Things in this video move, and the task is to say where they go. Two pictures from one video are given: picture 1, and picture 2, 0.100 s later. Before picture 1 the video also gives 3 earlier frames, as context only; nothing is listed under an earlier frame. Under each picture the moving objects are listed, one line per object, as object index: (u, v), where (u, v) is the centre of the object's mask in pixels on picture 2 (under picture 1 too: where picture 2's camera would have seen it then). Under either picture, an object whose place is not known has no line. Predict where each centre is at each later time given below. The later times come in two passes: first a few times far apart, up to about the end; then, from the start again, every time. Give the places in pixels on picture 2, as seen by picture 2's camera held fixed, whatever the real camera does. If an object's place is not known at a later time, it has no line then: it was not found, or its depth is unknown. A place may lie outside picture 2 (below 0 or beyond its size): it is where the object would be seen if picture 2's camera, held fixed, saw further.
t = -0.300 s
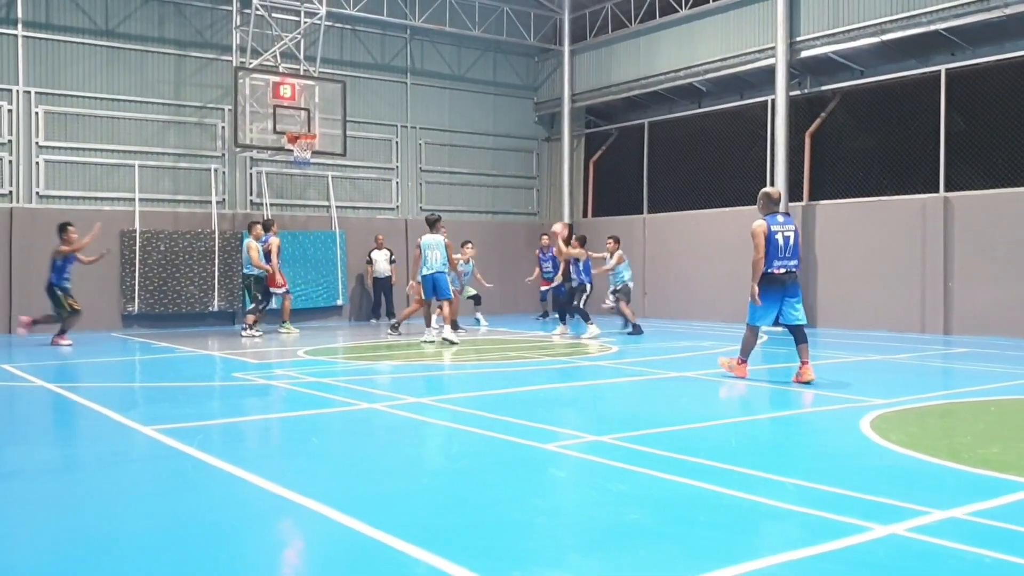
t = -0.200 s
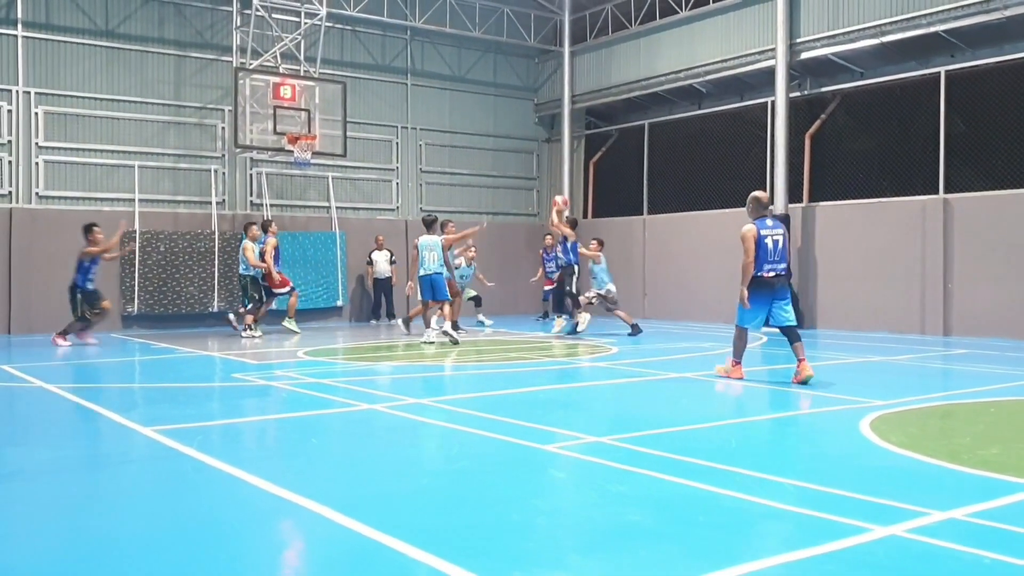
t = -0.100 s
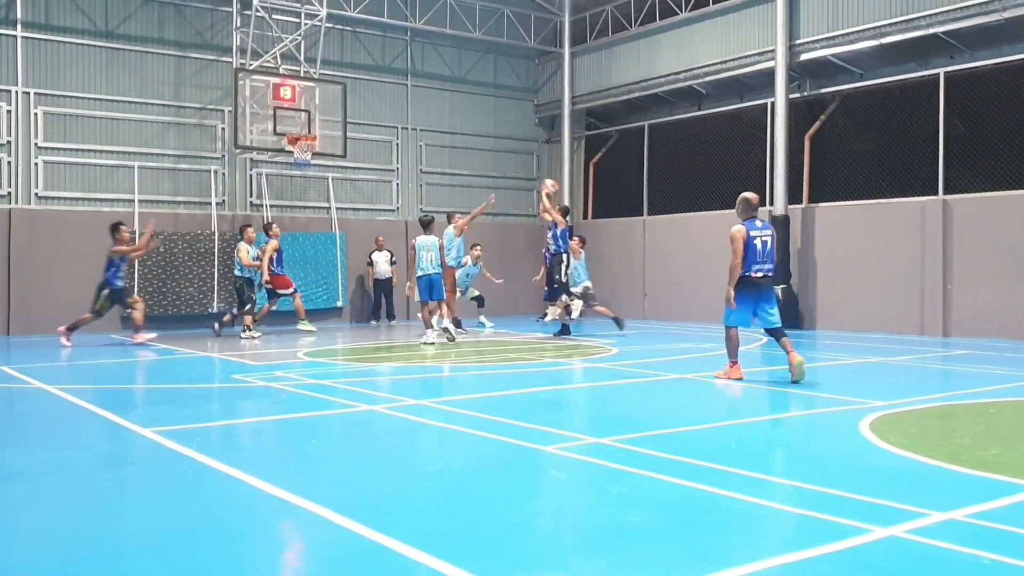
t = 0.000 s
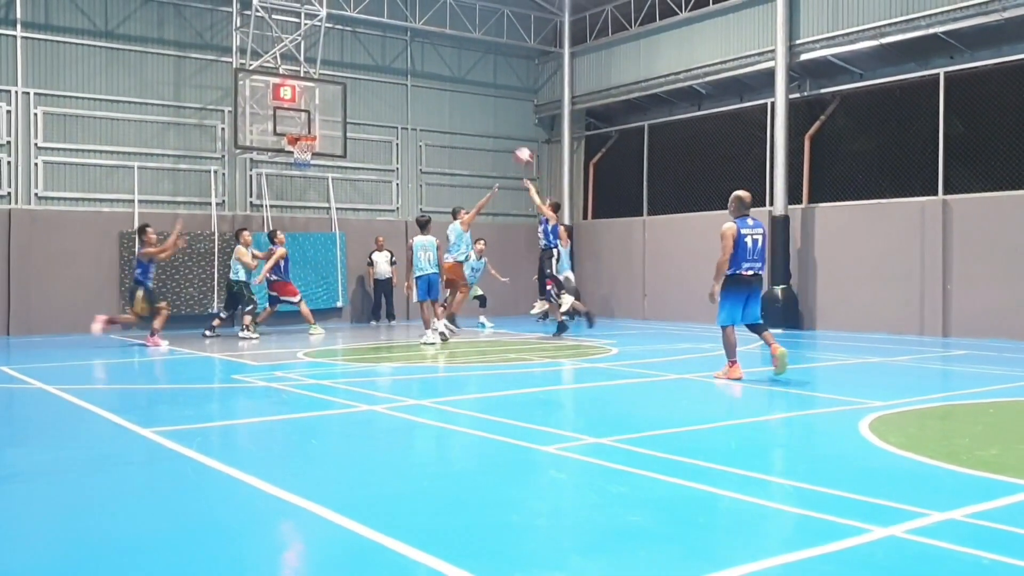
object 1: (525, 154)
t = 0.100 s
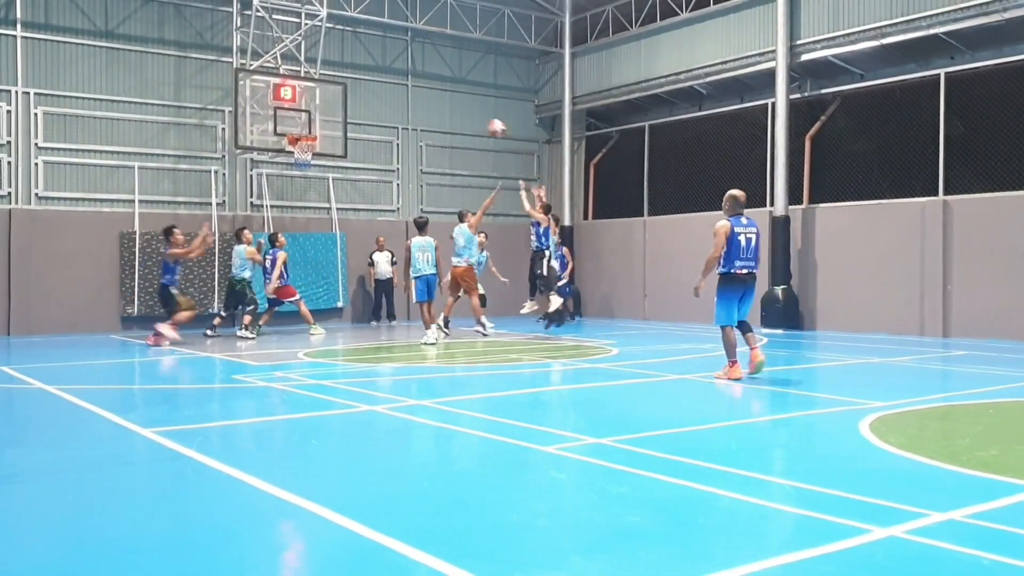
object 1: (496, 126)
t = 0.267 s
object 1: (451, 94)
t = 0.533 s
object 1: (383, 83)
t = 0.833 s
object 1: (310, 123)
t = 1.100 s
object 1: (309, 149)
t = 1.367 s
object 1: (318, 176)
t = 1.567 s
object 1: (324, 221)
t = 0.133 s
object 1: (487, 118)
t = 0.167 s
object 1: (478, 111)
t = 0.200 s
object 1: (469, 105)
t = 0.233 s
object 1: (460, 100)
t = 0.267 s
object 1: (451, 94)
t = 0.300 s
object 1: (443, 90)
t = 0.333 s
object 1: (434, 87)
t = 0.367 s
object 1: (426, 84)
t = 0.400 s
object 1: (417, 83)
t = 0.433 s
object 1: (409, 81)
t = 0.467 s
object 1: (400, 81)
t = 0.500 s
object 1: (391, 82)
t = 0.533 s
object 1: (383, 83)
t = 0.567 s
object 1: (375, 84)
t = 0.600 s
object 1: (367, 88)
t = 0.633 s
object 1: (359, 91)
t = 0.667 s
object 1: (350, 96)
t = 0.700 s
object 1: (342, 99)
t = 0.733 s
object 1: (334, 105)
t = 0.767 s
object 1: (325, 112)
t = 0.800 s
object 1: (318, 117)
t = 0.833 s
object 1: (310, 123)
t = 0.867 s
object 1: (302, 128)
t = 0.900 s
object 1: (294, 131)
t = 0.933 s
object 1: (295, 135)
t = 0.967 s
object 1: (299, 141)
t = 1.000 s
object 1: (304, 143)
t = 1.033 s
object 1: (304, 151)
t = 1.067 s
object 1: (306, 149)
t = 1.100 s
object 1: (309, 149)
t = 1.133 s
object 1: (311, 149)
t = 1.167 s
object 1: (313, 151)
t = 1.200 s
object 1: (315, 154)
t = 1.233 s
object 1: (316, 152)
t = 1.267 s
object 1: (316, 156)
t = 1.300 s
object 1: (316, 166)
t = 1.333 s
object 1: (317, 171)
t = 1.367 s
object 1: (318, 176)
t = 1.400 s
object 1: (319, 181)
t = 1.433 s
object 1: (320, 188)
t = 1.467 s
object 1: (321, 194)
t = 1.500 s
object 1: (322, 203)
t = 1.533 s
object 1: (323, 212)
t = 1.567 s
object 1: (324, 221)
